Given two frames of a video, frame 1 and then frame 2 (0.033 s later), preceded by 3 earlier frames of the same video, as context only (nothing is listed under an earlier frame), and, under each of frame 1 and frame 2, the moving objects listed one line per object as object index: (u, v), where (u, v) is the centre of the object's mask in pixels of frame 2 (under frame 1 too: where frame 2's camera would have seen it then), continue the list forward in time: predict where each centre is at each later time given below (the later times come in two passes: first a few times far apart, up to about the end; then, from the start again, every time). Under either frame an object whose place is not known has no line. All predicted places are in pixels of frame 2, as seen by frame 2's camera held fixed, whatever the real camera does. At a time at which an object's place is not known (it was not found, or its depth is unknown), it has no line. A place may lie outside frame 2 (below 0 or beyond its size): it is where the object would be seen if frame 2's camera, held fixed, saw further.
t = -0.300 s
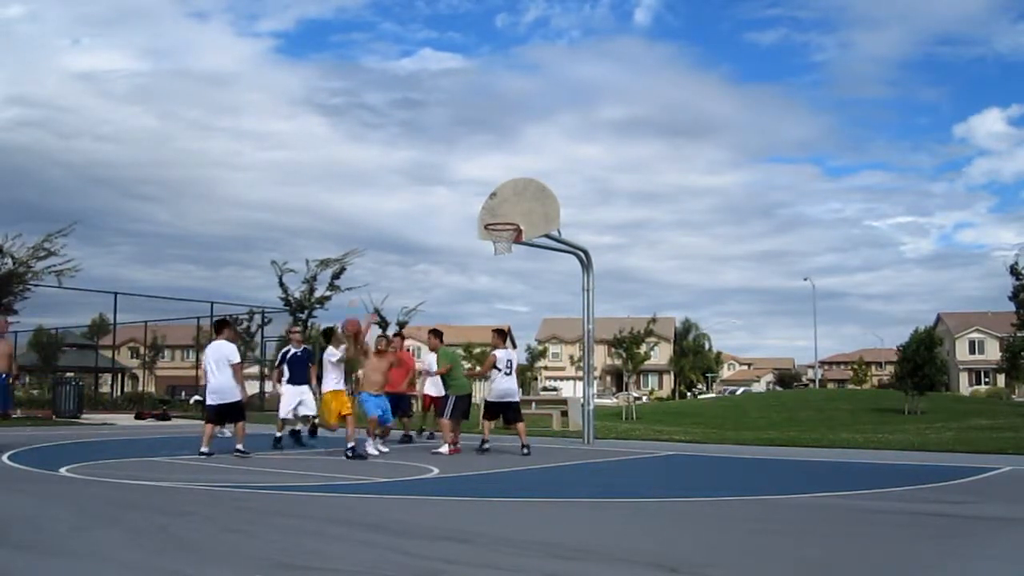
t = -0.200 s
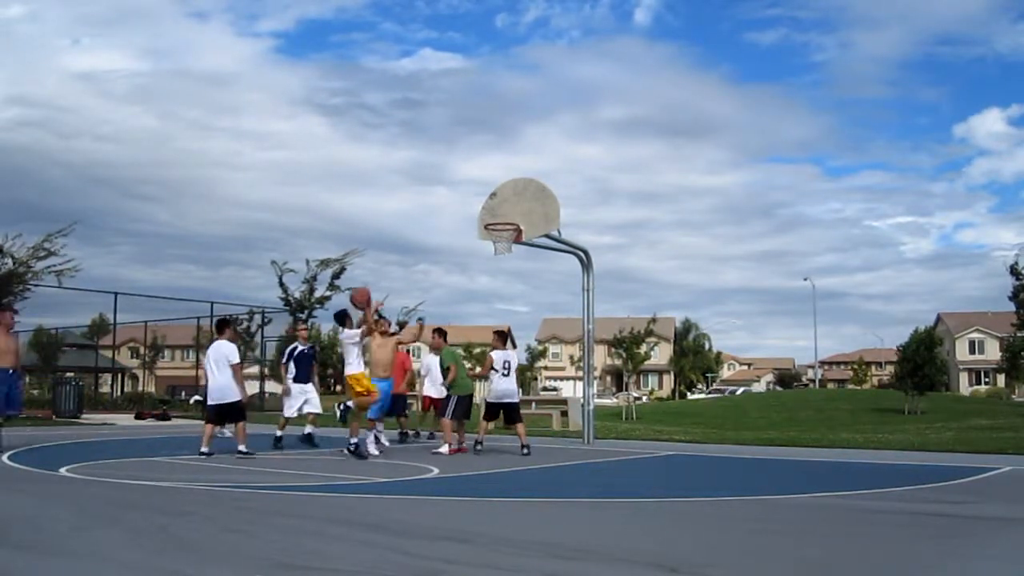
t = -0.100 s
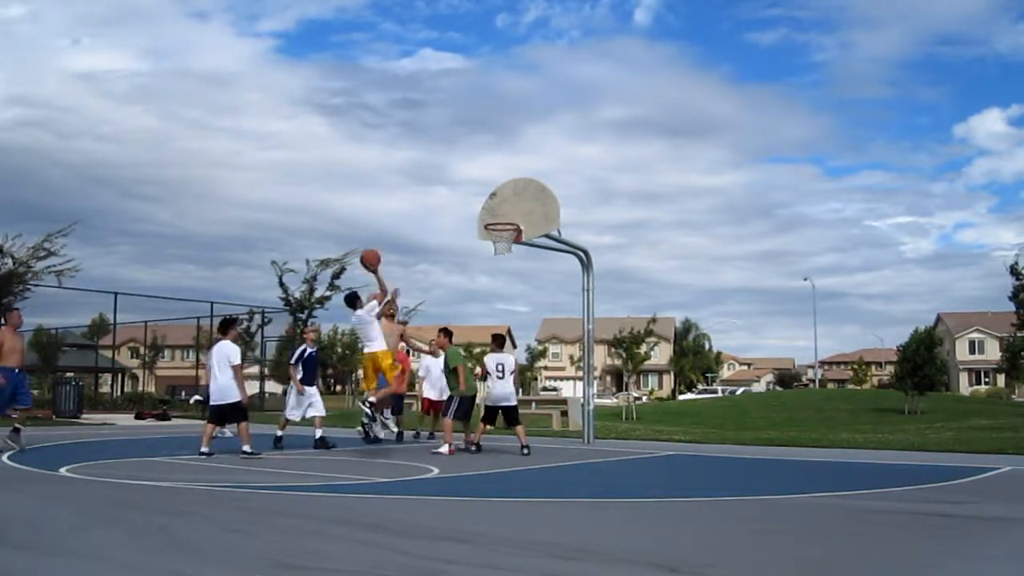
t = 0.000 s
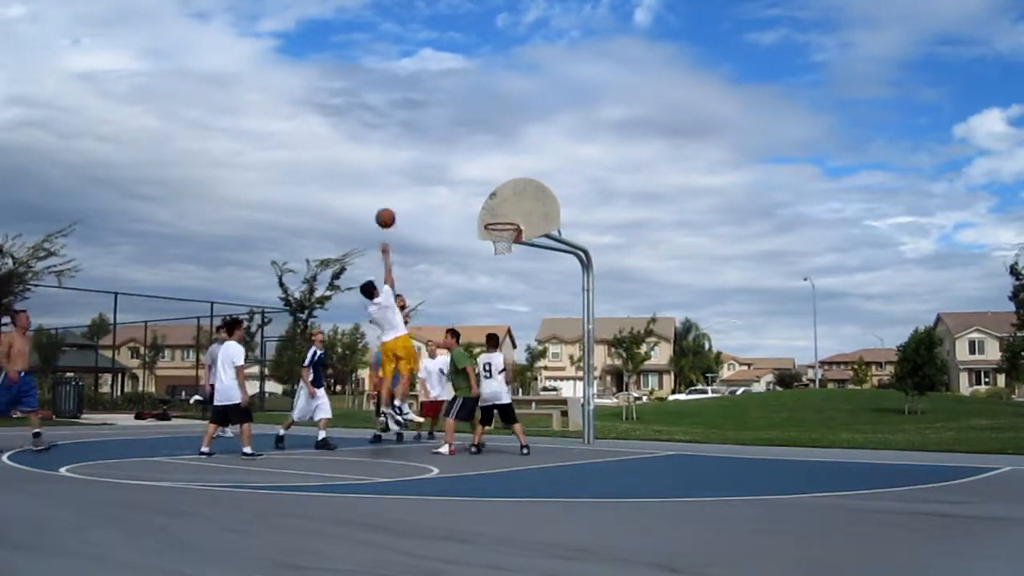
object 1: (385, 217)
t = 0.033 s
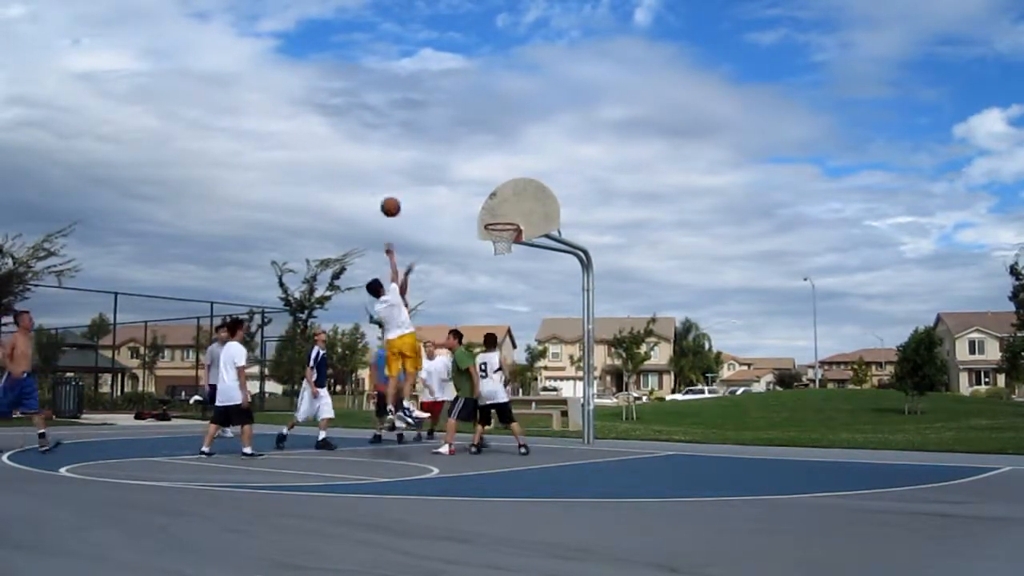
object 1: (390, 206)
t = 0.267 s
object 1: (423, 156)
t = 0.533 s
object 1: (457, 153)
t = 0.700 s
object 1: (477, 176)
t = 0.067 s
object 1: (395, 196)
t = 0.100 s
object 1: (400, 185)
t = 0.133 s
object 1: (404, 178)
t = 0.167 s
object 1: (409, 171)
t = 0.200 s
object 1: (414, 166)
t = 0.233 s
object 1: (419, 160)
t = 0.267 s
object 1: (423, 156)
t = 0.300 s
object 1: (428, 152)
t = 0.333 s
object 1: (432, 150)
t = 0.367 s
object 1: (437, 148)
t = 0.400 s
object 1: (441, 148)
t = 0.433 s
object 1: (445, 148)
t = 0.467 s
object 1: (449, 148)
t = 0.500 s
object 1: (453, 150)
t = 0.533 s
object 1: (457, 153)
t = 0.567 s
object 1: (461, 156)
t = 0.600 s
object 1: (465, 159)
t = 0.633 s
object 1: (469, 164)
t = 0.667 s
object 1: (473, 170)
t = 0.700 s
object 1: (477, 176)
